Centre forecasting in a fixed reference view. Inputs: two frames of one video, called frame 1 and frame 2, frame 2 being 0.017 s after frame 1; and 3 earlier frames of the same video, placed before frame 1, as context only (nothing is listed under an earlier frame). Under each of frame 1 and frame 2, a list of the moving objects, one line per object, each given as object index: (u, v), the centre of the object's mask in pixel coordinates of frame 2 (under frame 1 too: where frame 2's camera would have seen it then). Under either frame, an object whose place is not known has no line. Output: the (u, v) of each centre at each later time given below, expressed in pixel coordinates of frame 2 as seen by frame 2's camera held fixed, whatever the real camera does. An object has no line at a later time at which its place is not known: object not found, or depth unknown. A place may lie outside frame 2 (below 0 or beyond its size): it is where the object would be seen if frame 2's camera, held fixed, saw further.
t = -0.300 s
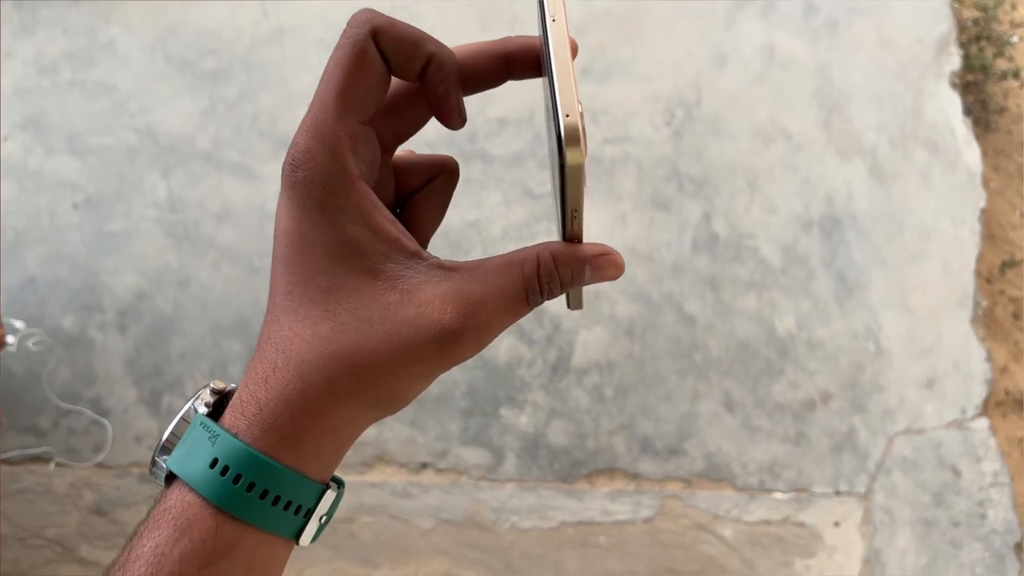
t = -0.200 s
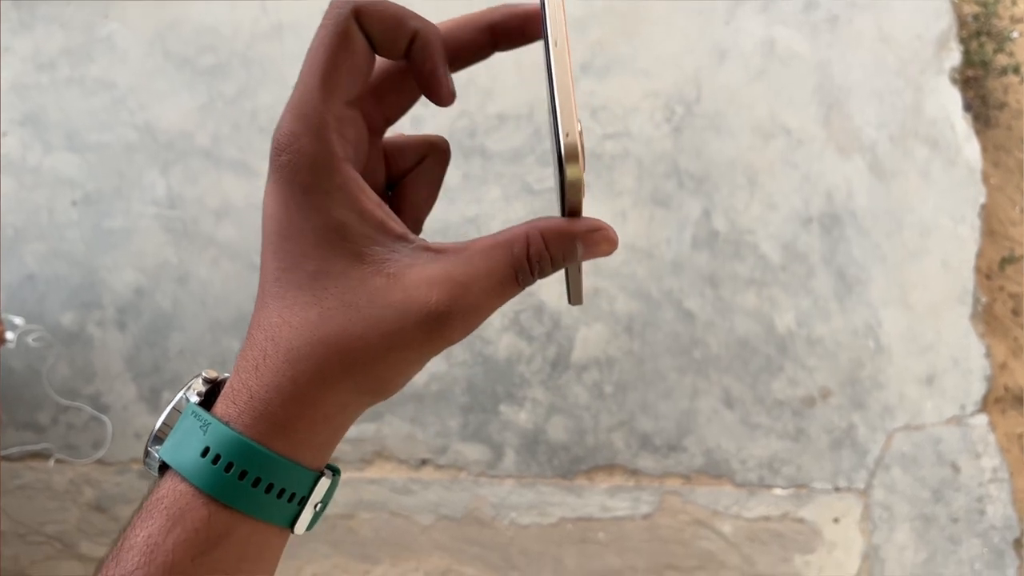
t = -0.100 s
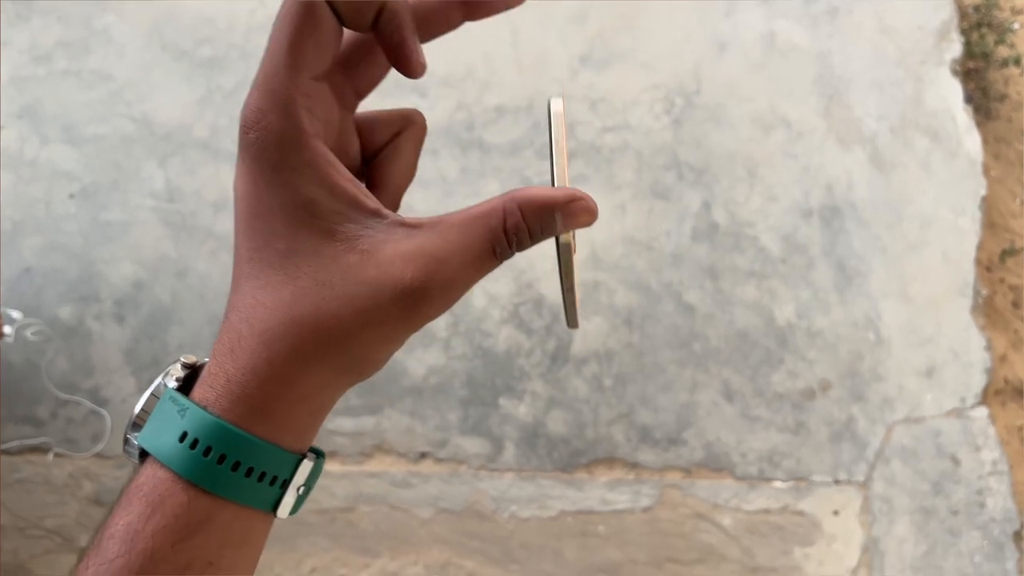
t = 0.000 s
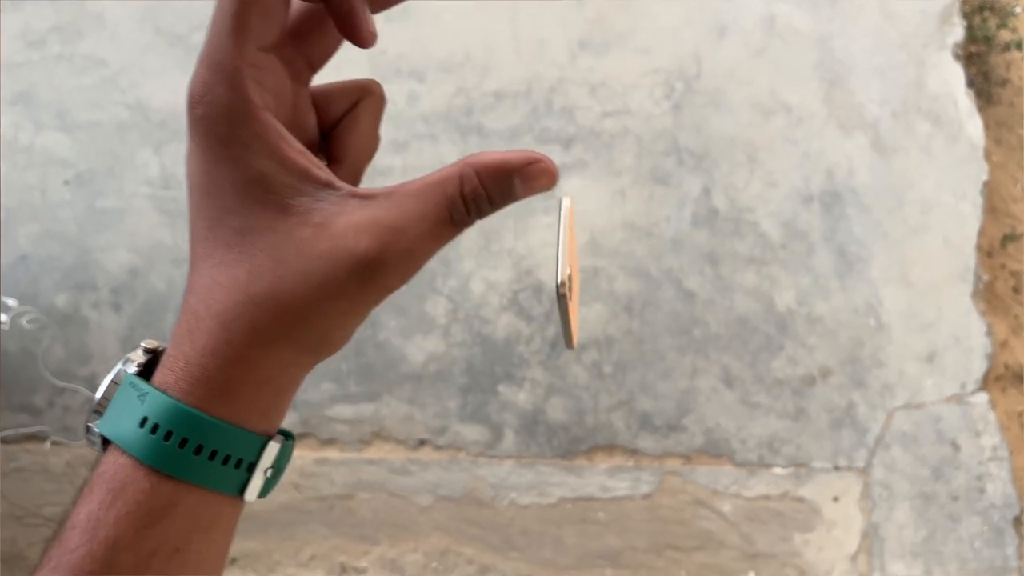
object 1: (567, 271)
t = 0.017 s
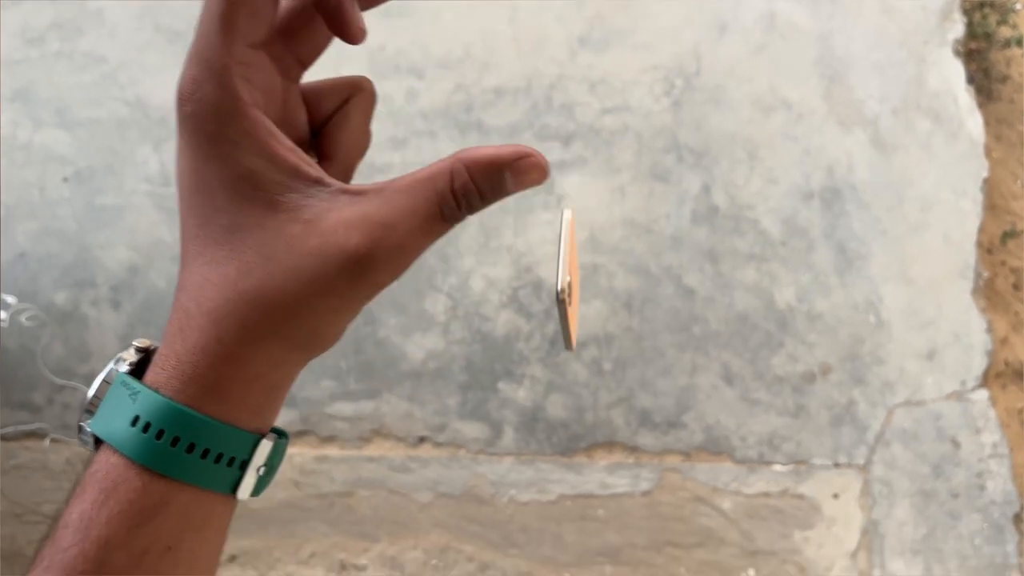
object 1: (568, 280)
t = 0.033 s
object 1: (569, 290)
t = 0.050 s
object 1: (569, 301)
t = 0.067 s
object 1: (570, 312)
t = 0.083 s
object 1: (571, 319)
